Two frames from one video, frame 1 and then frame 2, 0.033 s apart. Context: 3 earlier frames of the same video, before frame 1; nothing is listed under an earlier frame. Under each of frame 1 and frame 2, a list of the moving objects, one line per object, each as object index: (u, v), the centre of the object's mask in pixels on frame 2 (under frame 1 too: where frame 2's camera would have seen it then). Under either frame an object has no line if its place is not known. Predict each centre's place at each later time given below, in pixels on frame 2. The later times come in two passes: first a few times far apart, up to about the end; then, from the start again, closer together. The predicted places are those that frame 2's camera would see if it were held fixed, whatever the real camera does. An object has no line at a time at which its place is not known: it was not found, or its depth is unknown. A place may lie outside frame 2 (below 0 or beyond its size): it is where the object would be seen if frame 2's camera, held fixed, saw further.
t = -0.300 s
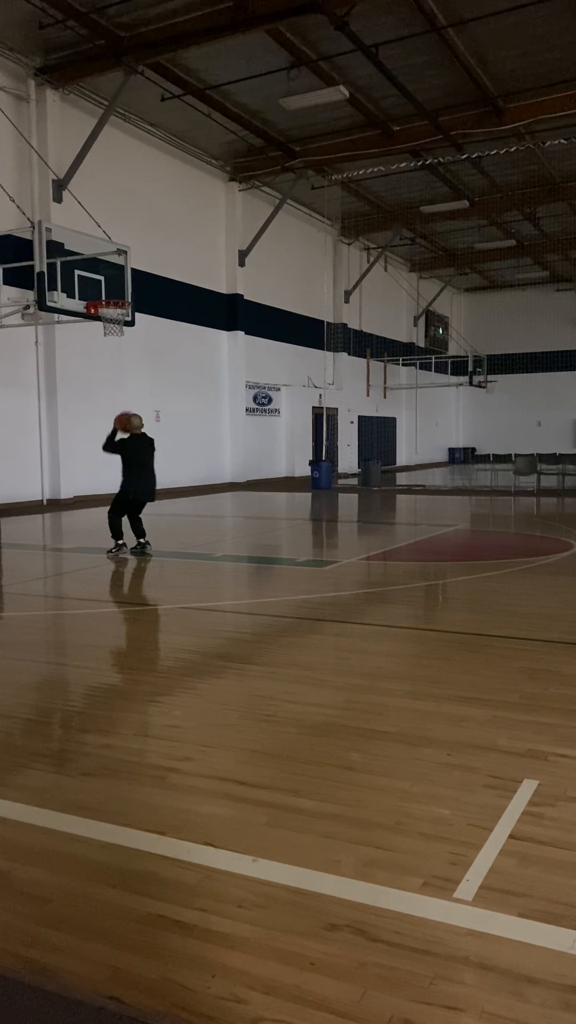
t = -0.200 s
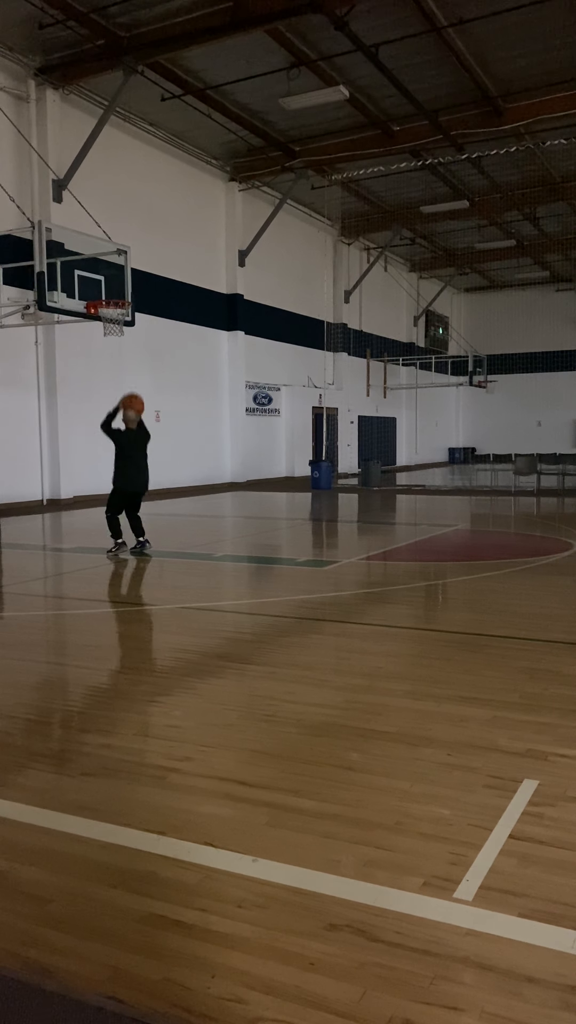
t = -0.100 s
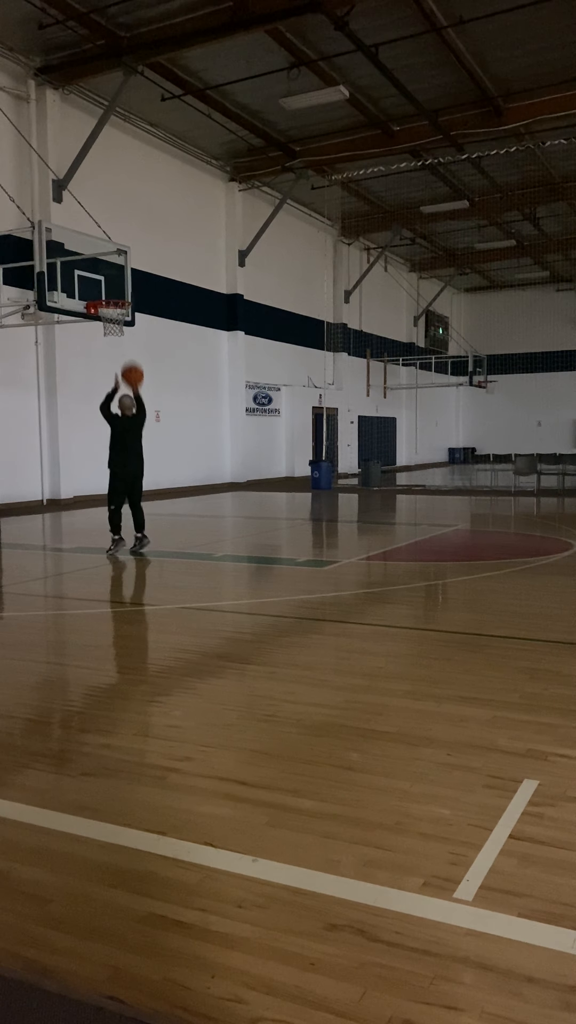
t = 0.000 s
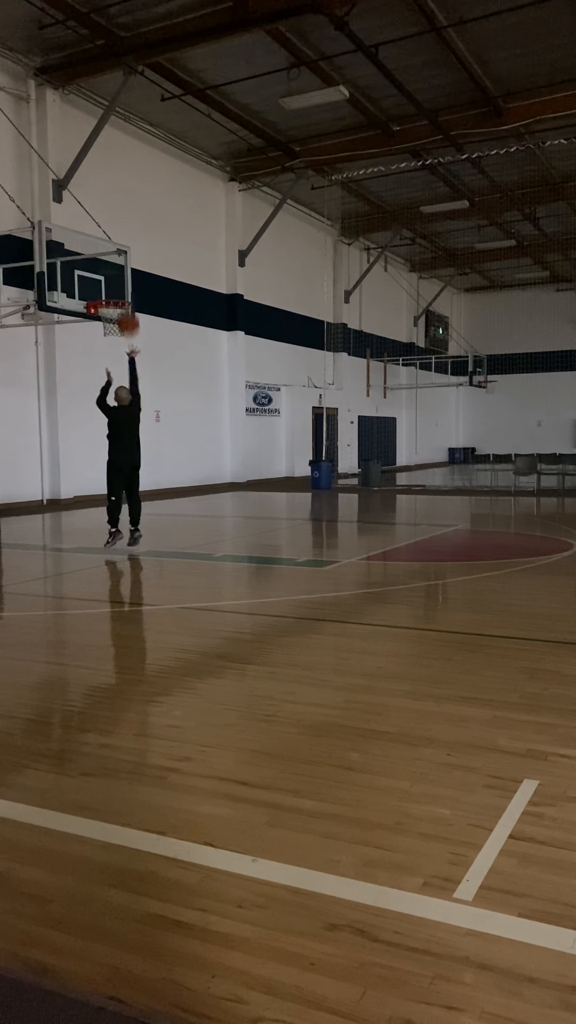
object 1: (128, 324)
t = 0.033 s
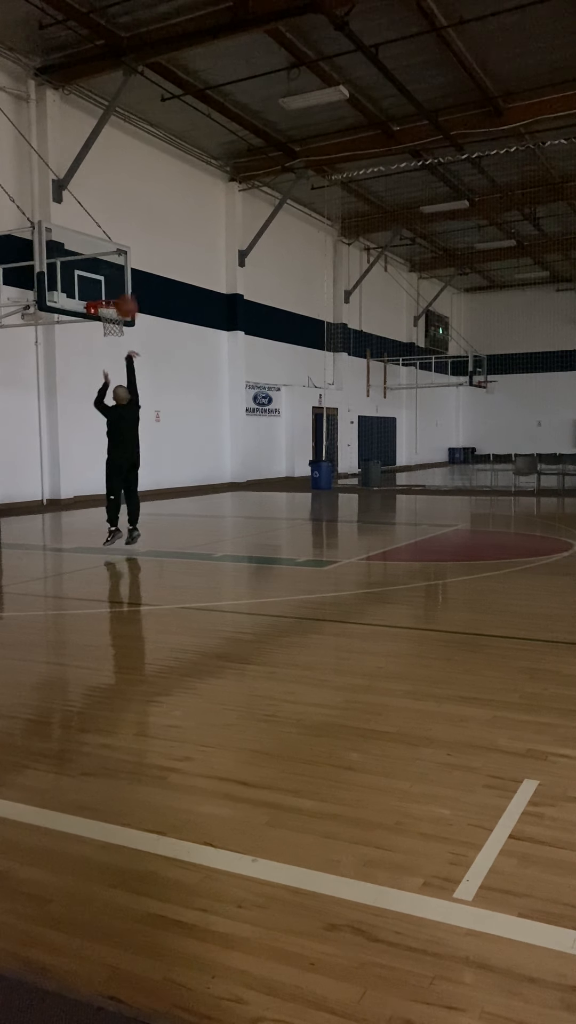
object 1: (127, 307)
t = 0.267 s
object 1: (117, 226)
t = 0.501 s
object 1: (110, 199)
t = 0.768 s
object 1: (105, 223)
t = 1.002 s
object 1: (102, 287)
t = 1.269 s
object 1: (140, 298)
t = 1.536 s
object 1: (179, 347)
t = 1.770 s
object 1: (211, 422)
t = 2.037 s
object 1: (240, 490)
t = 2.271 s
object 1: (261, 430)
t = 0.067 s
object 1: (126, 293)
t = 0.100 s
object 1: (124, 278)
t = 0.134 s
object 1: (123, 265)
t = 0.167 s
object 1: (121, 254)
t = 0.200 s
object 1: (120, 244)
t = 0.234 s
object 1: (119, 235)
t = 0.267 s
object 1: (117, 226)
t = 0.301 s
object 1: (116, 219)
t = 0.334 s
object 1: (115, 213)
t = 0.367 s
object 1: (114, 209)
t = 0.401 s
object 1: (113, 205)
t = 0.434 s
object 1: (112, 202)
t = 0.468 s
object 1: (111, 200)
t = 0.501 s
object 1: (110, 199)
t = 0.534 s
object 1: (109, 199)
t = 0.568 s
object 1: (109, 200)
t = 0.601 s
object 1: (108, 202)
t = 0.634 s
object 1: (107, 204)
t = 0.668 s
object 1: (106, 208)
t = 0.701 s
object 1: (106, 212)
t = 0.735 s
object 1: (105, 217)
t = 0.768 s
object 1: (105, 223)
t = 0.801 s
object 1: (104, 230)
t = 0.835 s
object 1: (104, 237)
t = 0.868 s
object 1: (103, 246)
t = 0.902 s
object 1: (103, 255)
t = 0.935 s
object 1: (102, 266)
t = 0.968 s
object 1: (102, 274)
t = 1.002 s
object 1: (102, 287)
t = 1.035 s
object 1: (102, 294)
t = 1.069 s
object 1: (108, 292)
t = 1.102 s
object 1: (114, 292)
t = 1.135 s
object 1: (118, 292)
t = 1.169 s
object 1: (123, 292)
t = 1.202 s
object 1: (130, 293)
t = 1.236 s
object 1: (134, 296)
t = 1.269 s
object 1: (140, 298)
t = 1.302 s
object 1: (145, 302)
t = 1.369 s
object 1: (155, 311)
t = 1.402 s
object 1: (160, 317)
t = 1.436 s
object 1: (165, 324)
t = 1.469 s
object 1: (170, 331)
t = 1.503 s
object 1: (175, 338)
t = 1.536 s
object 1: (179, 347)
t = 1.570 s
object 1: (184, 356)
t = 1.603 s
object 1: (188, 365)
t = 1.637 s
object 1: (193, 376)
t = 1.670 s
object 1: (198, 386)
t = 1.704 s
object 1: (202, 398)
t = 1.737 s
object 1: (206, 409)
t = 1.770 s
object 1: (211, 422)
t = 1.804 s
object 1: (215, 434)
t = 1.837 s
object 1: (219, 448)
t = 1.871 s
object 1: (223, 462)
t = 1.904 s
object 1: (227, 475)
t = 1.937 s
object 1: (231, 491)
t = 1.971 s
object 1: (234, 506)
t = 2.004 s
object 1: (237, 502)
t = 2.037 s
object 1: (240, 490)
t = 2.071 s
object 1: (243, 479)
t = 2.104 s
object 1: (247, 469)
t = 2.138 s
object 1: (249, 460)
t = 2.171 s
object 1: (252, 451)
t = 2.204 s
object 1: (255, 444)
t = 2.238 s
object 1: (258, 436)
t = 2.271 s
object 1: (261, 430)
